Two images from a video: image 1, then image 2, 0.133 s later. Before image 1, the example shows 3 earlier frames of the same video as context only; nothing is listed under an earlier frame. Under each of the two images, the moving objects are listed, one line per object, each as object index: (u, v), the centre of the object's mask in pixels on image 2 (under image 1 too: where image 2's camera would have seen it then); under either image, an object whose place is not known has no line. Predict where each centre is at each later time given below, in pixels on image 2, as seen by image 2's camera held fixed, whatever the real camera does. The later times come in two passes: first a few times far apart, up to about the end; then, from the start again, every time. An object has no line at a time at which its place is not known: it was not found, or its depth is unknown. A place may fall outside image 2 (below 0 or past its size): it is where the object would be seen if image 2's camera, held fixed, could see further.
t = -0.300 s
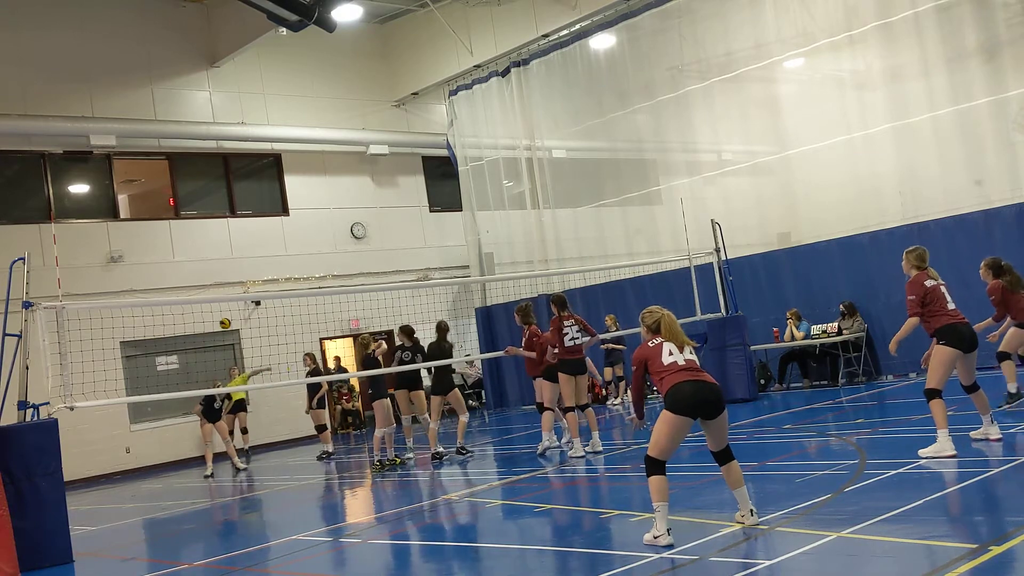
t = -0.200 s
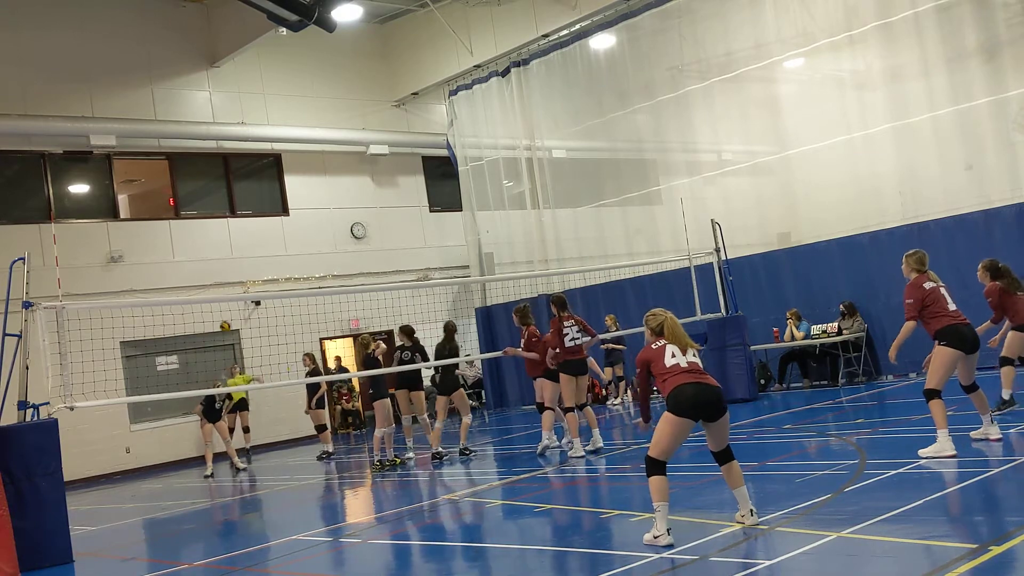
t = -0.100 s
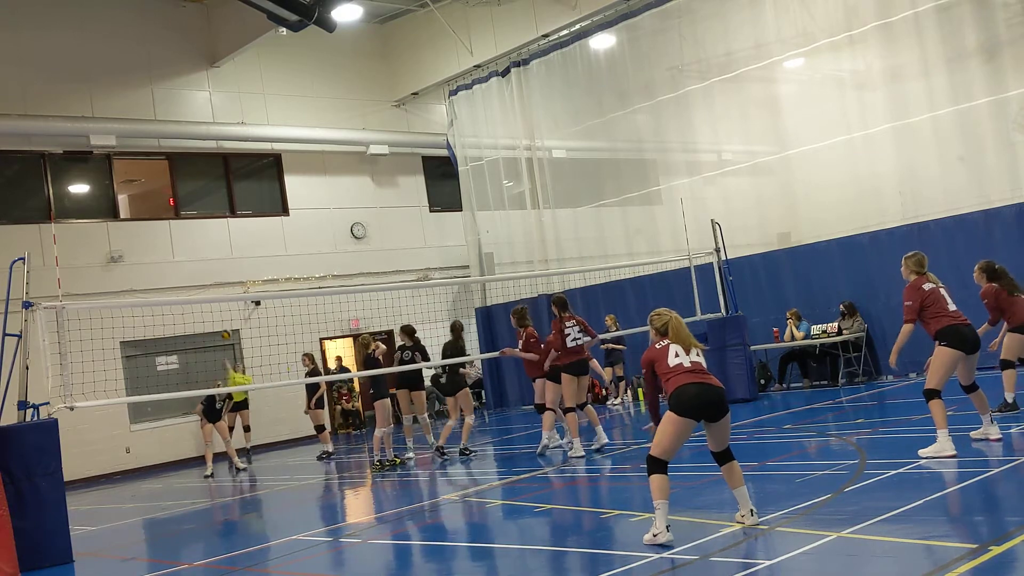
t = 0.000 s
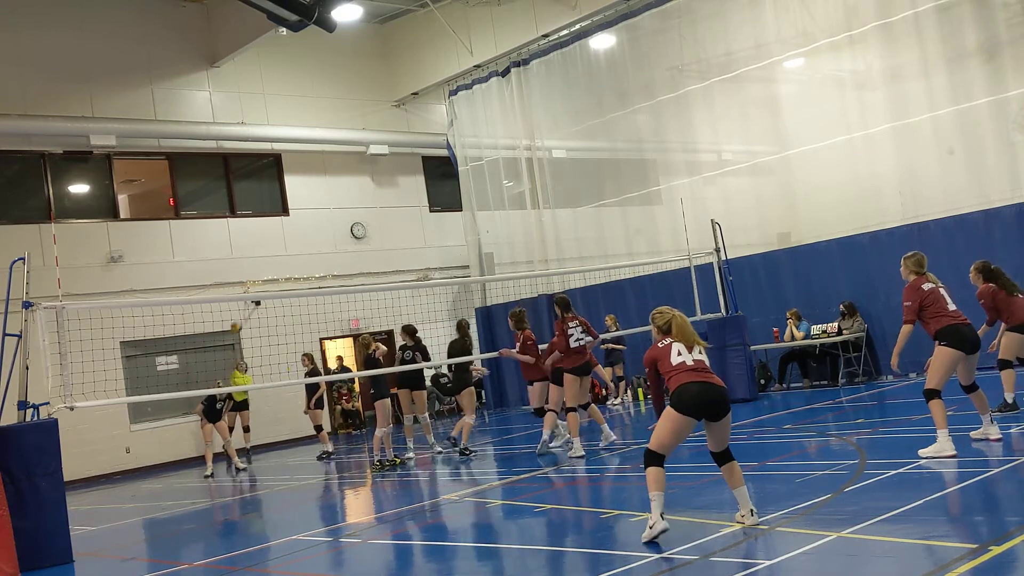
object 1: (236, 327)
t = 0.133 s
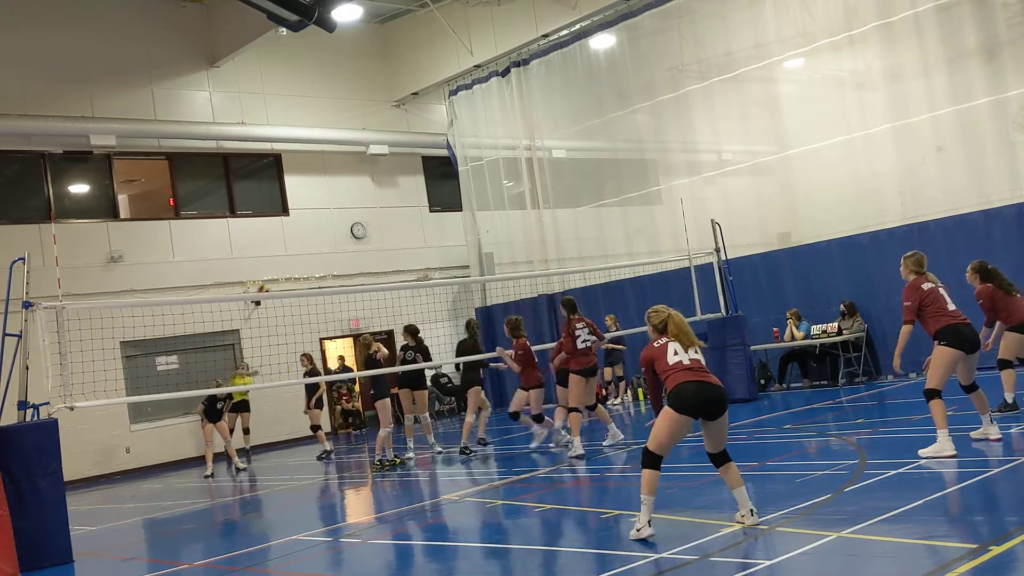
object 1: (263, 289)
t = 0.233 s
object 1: (288, 267)
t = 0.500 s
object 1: (368, 223)
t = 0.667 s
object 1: (429, 215)
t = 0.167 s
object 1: (270, 282)
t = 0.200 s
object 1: (279, 275)
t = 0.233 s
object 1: (288, 267)
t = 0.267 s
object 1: (297, 260)
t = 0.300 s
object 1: (306, 253)
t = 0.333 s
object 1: (316, 247)
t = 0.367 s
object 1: (326, 241)
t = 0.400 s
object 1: (336, 236)
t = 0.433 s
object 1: (346, 231)
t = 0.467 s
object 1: (358, 227)
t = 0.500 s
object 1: (368, 223)
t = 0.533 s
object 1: (379, 220)
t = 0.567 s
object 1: (392, 217)
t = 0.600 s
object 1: (404, 216)
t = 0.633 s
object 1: (415, 215)
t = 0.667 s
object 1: (429, 215)
